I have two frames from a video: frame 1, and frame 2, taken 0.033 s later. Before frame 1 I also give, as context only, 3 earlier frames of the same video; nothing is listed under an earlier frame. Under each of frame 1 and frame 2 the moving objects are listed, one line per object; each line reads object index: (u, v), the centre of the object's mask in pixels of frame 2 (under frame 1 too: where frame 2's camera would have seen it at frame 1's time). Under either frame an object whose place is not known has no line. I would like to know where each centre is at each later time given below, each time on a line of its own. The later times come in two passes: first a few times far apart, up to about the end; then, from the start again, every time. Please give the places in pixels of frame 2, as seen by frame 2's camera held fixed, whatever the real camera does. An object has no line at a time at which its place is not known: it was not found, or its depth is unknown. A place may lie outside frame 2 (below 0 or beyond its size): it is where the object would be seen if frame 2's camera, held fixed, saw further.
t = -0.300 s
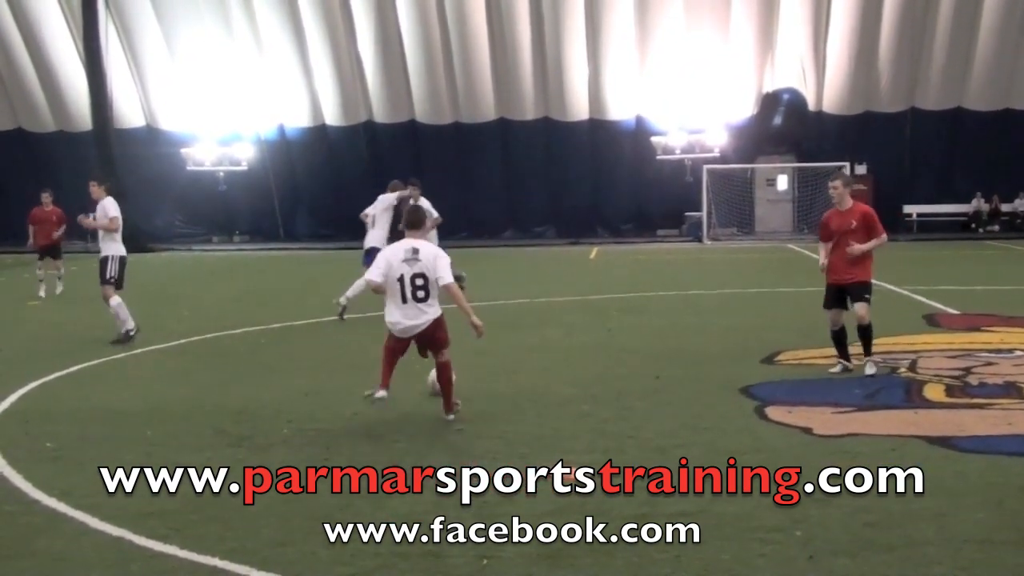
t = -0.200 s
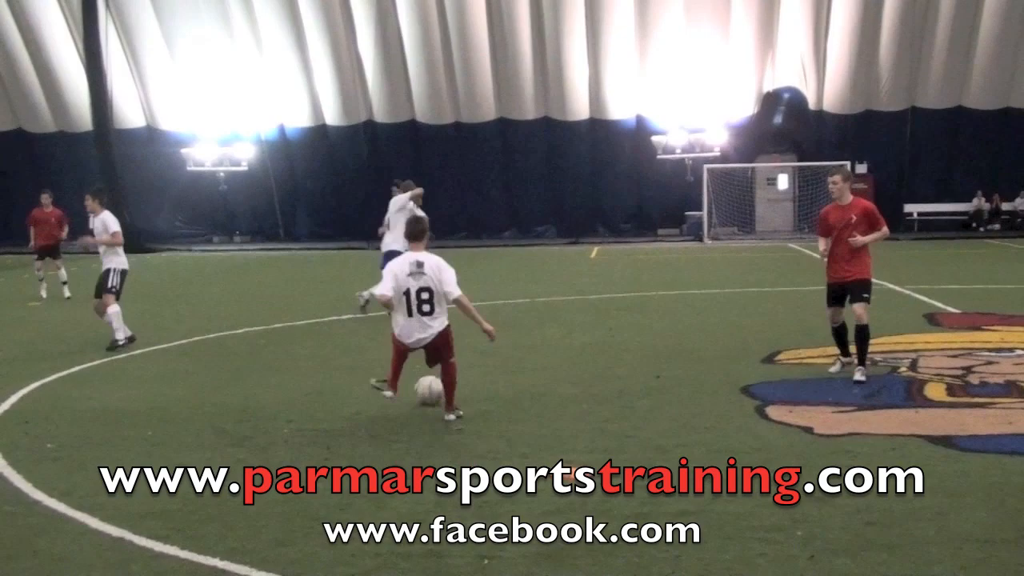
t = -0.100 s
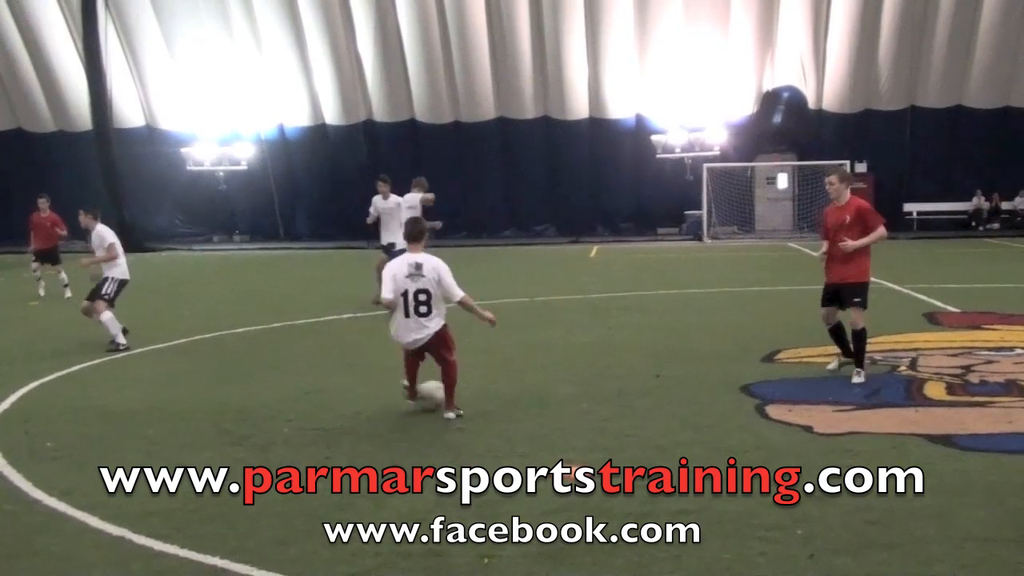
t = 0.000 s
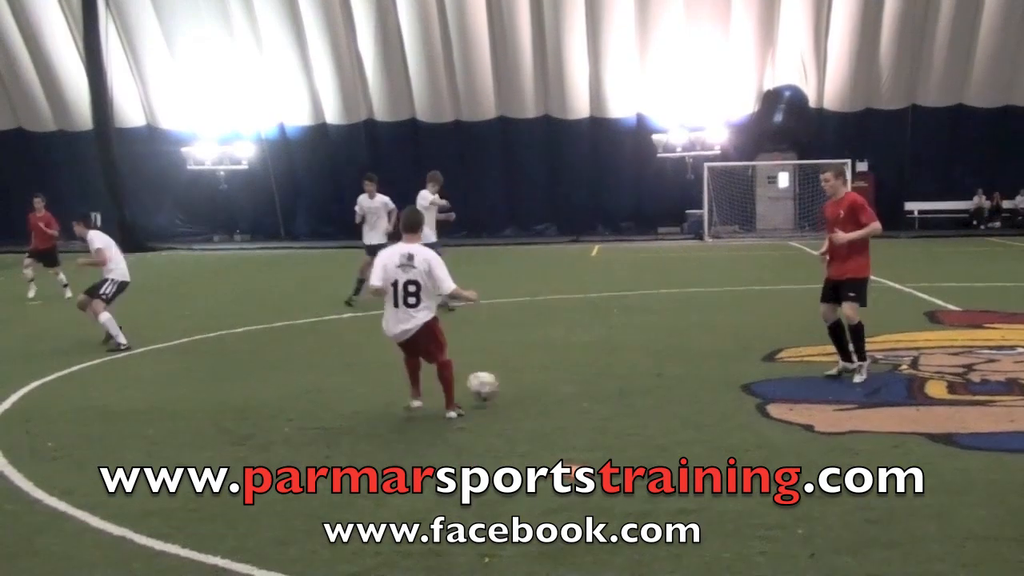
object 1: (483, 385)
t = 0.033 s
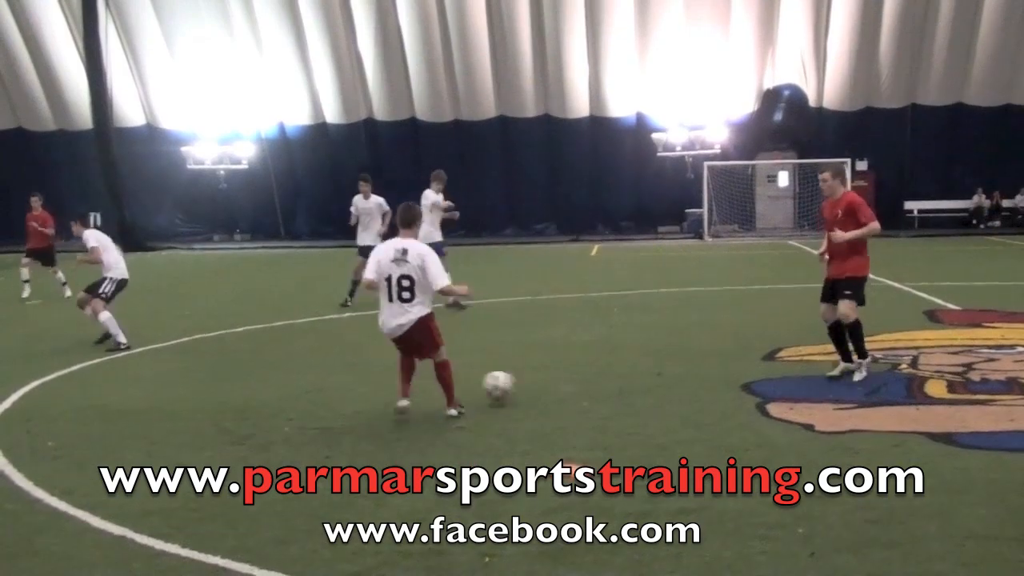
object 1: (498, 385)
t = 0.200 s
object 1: (569, 384)
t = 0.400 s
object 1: (639, 382)
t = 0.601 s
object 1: (705, 380)
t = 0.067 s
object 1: (515, 386)
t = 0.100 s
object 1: (530, 387)
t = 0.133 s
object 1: (544, 384)
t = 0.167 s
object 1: (556, 384)
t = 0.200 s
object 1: (569, 384)
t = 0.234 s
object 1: (582, 384)
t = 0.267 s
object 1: (594, 384)
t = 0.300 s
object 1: (605, 384)
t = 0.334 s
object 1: (617, 383)
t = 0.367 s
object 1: (628, 383)
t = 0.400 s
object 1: (639, 382)
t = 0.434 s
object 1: (651, 381)
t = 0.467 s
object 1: (662, 382)
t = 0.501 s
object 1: (673, 380)
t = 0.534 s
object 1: (684, 380)
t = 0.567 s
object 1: (694, 380)
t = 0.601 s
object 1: (705, 380)
